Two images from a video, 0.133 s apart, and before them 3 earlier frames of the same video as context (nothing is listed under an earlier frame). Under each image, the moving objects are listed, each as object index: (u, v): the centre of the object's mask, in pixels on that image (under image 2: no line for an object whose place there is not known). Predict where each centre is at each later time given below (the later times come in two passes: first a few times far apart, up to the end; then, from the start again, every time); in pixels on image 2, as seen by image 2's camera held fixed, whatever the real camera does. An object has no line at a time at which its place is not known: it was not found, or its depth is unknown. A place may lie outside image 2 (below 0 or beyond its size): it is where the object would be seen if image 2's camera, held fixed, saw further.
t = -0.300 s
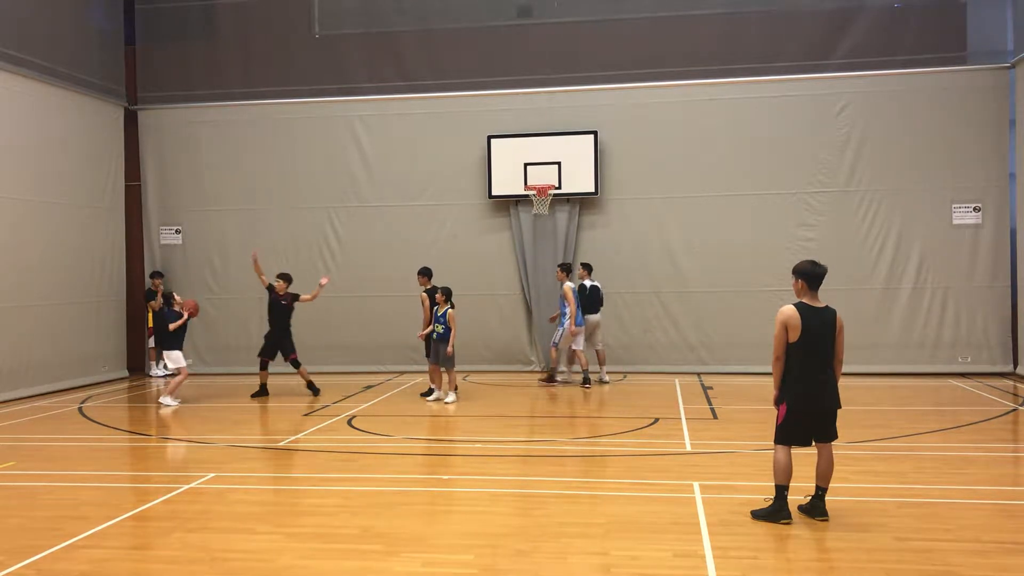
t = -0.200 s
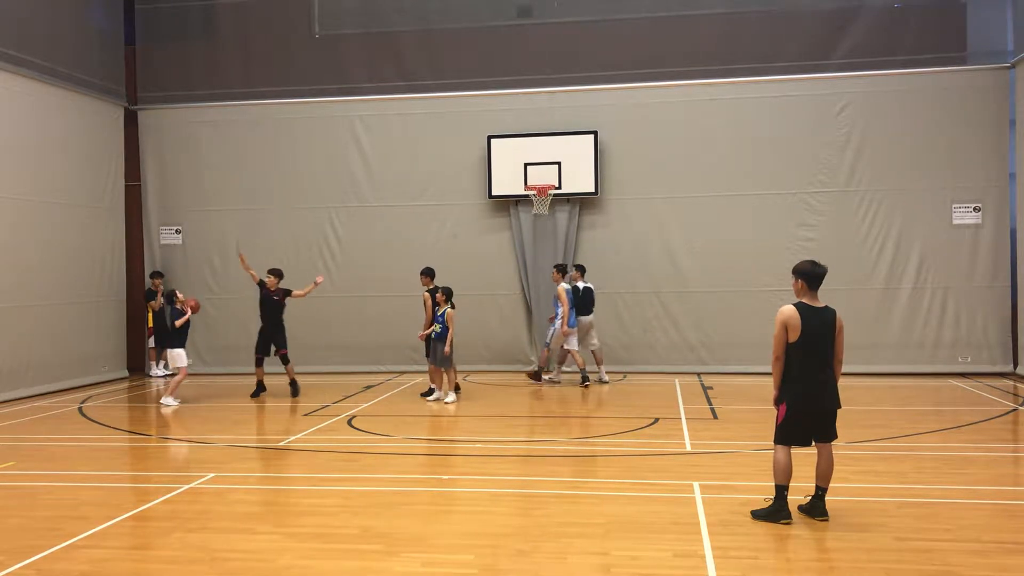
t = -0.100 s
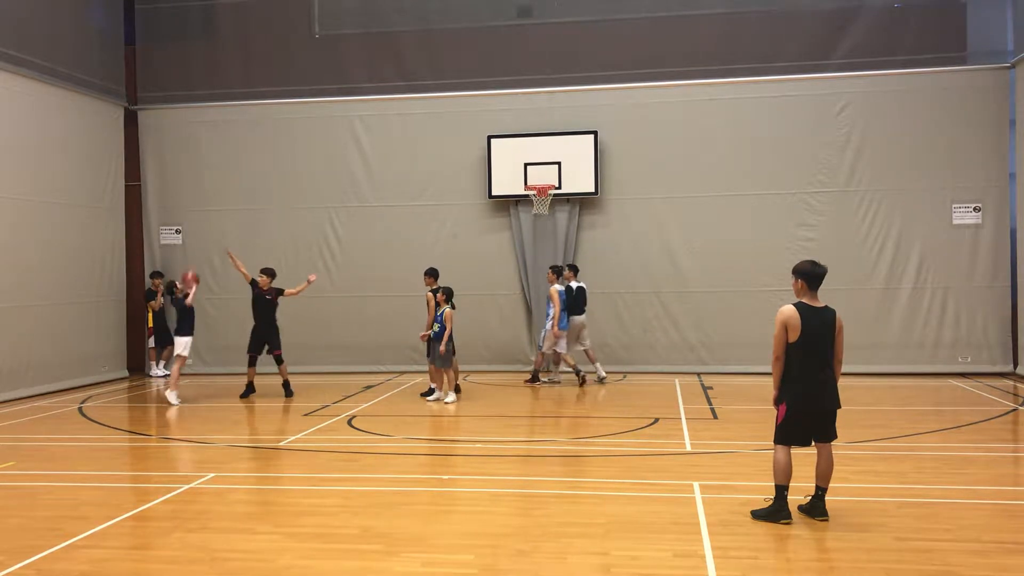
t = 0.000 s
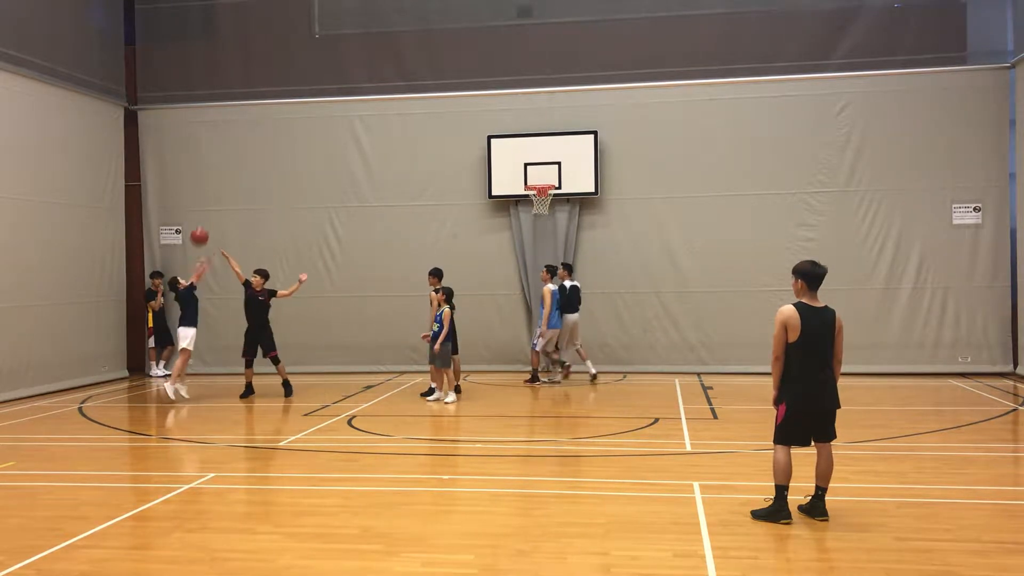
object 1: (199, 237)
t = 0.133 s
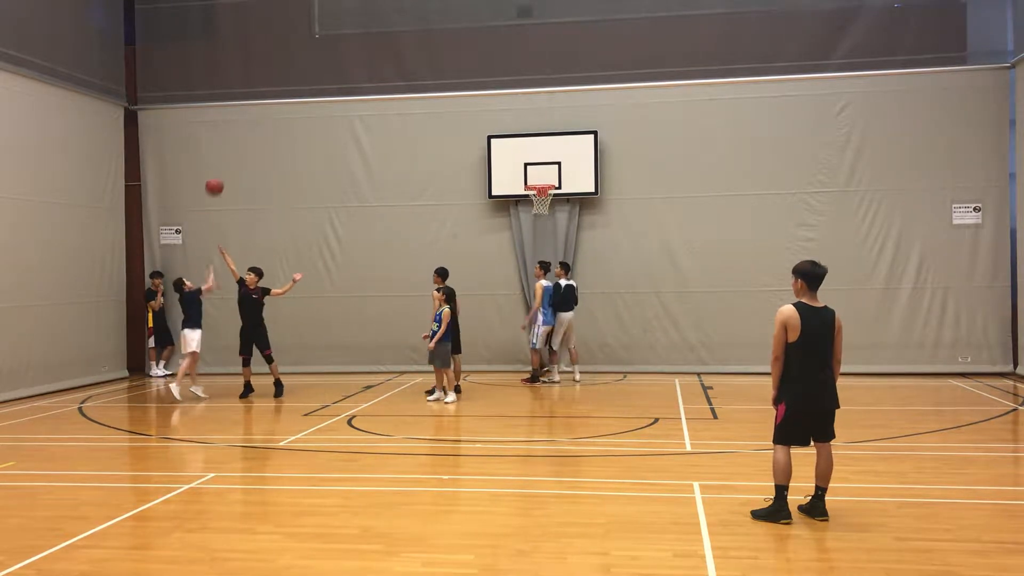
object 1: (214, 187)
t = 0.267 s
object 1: (229, 150)
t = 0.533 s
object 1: (260, 116)
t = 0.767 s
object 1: (287, 127)
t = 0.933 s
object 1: (306, 158)
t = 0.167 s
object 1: (218, 176)
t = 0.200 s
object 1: (222, 167)
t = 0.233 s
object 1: (226, 158)
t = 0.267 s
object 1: (229, 150)
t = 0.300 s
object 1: (233, 144)
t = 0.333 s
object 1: (237, 138)
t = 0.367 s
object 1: (241, 132)
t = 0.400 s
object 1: (245, 127)
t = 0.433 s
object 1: (248, 124)
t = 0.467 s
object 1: (252, 120)
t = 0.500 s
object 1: (257, 118)
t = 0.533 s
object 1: (260, 116)
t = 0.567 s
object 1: (264, 115)
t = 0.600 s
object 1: (268, 115)
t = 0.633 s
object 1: (271, 116)
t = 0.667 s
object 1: (275, 118)
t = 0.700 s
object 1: (279, 120)
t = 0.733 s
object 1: (283, 123)
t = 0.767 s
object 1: (287, 127)
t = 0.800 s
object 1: (291, 132)
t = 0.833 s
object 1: (295, 137)
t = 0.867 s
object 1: (298, 144)
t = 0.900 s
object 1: (302, 150)
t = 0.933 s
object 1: (306, 158)
